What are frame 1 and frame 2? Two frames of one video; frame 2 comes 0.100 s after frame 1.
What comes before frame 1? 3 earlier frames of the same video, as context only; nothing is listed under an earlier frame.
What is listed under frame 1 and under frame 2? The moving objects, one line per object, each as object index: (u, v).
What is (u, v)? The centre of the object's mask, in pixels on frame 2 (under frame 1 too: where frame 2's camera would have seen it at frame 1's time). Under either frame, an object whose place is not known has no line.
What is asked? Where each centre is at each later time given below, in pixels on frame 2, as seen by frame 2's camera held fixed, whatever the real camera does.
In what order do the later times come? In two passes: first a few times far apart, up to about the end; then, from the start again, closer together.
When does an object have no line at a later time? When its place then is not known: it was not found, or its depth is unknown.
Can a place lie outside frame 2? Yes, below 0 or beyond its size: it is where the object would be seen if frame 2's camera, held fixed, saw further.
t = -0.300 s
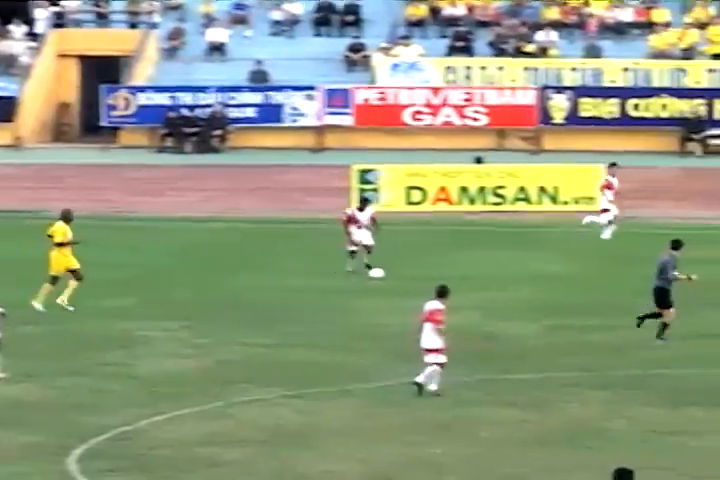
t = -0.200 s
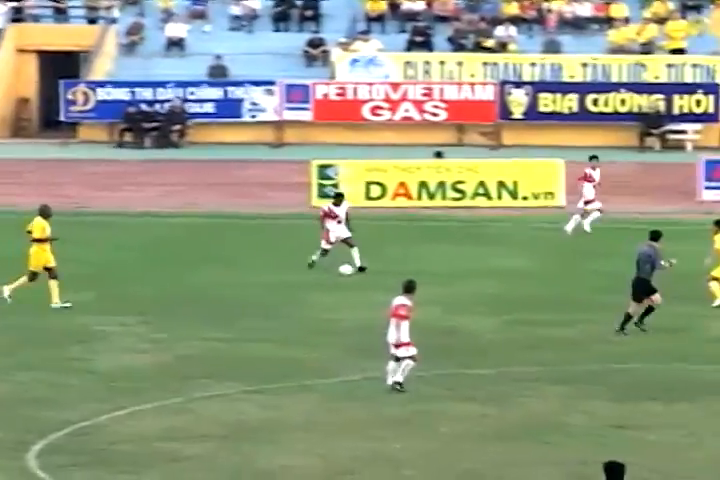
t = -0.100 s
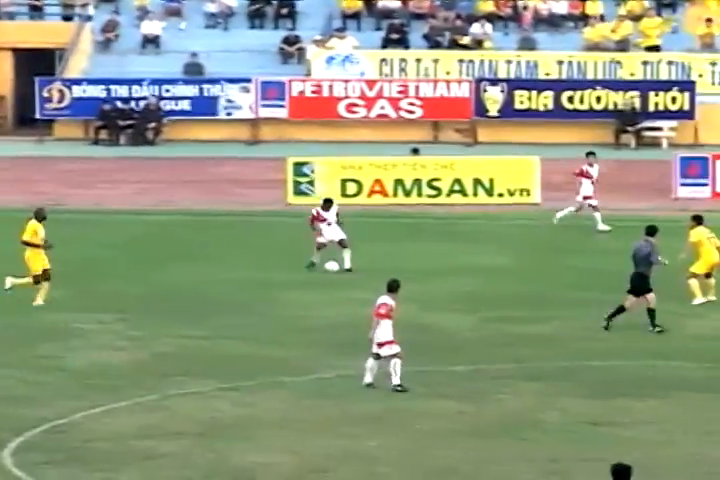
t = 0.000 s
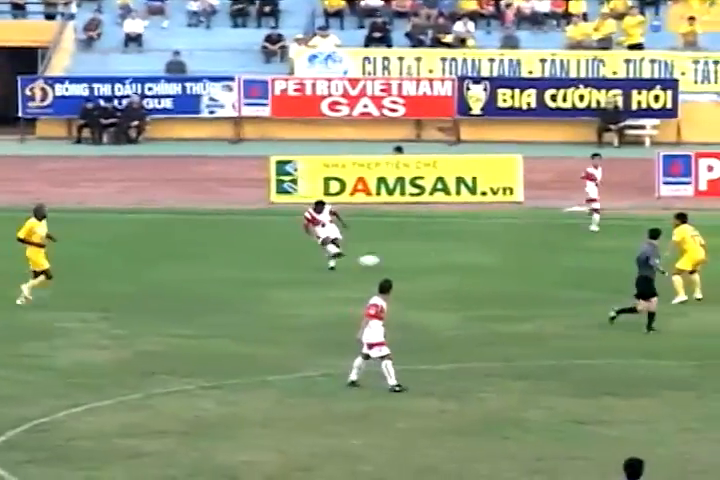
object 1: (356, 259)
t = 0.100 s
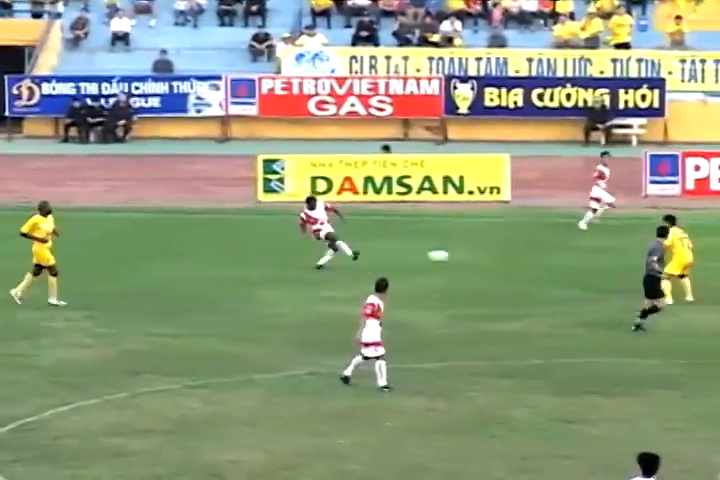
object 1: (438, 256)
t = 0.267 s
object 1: (582, 264)
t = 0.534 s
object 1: (836, 326)
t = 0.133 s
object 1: (465, 255)
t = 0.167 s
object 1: (495, 256)
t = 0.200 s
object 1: (523, 259)
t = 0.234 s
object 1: (552, 261)
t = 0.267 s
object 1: (582, 264)
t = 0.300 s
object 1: (612, 268)
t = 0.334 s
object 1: (643, 274)
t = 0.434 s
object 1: (737, 296)
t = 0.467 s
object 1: (769, 304)
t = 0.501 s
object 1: (802, 314)
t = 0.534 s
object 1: (836, 326)
